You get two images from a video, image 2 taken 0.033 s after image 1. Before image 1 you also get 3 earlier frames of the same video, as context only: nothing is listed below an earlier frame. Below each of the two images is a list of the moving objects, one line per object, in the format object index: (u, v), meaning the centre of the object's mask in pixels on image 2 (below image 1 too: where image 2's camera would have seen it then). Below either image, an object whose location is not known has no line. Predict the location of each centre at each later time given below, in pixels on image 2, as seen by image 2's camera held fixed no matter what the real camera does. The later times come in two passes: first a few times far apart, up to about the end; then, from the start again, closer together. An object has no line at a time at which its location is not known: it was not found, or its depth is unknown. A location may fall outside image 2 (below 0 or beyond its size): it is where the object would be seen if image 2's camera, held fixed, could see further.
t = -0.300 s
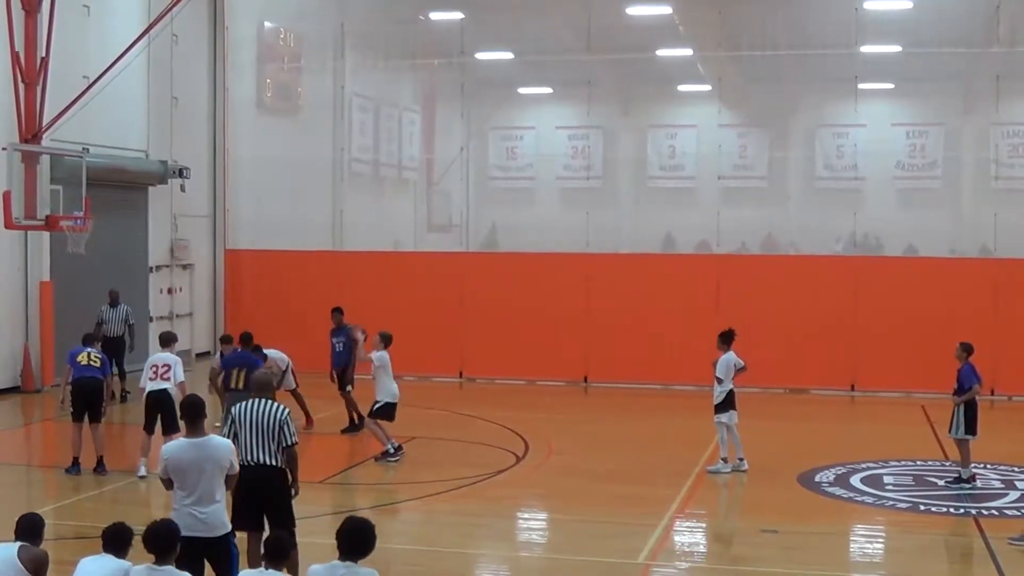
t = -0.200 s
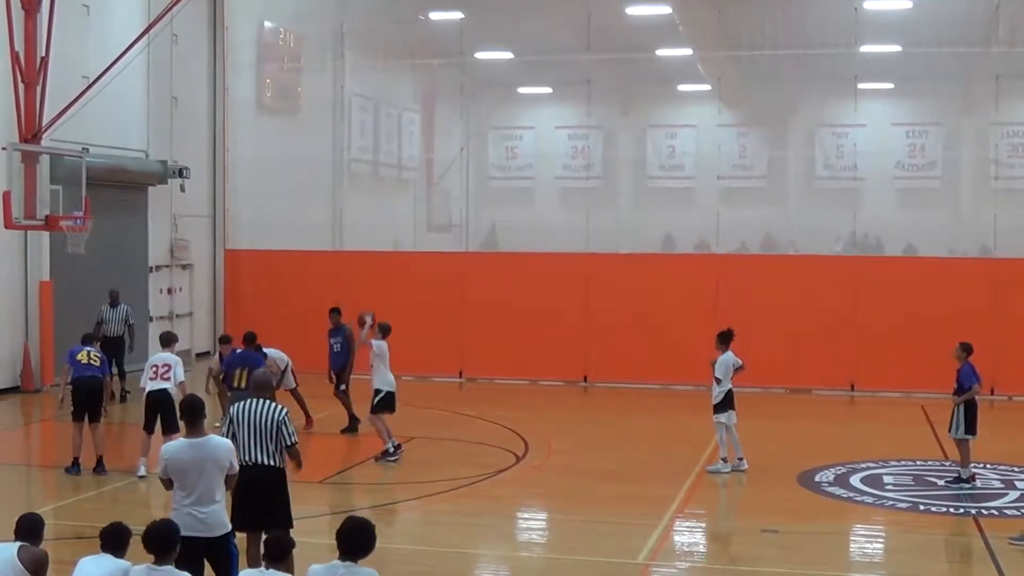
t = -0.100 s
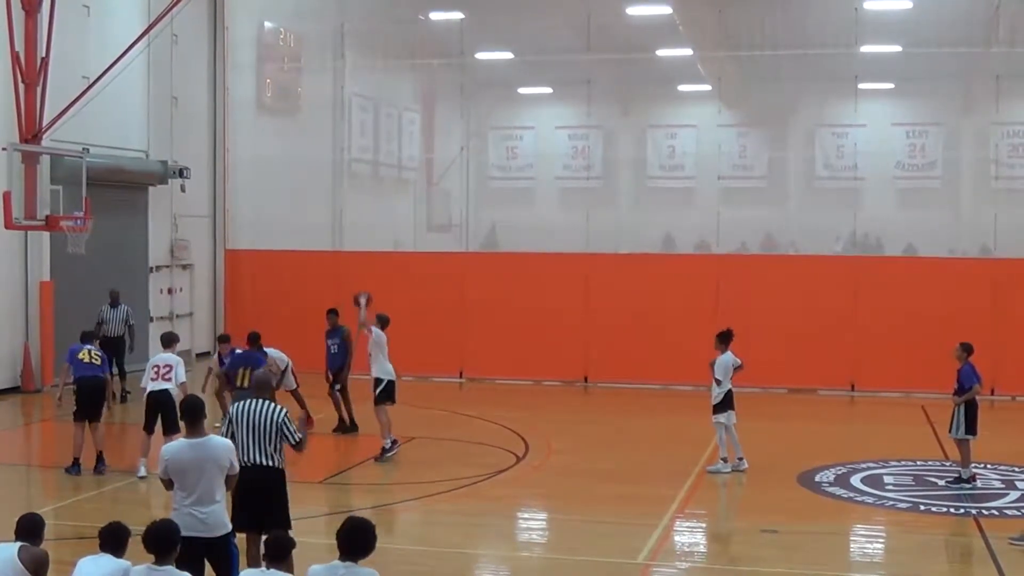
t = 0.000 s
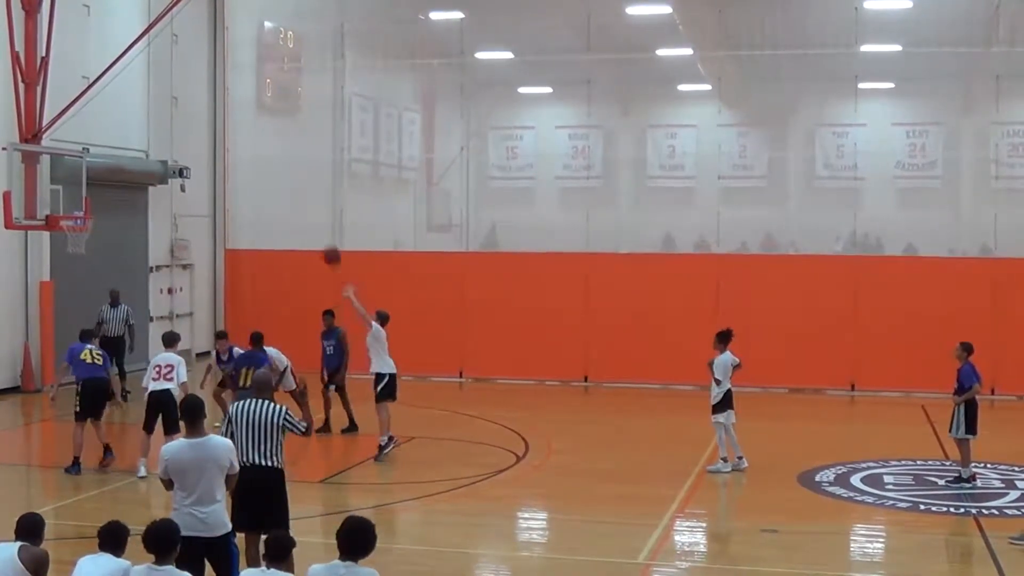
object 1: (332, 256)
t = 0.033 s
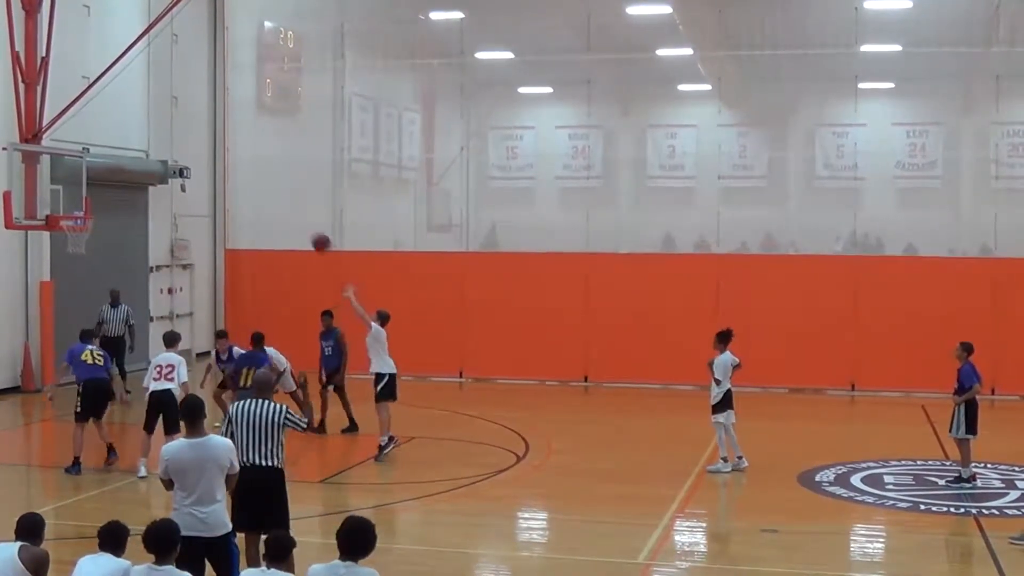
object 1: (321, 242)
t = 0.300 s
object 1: (237, 172)
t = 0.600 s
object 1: (148, 161)
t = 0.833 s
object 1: (81, 197)
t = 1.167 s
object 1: (67, 248)
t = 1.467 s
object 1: (40, 313)
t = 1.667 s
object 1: (23, 396)
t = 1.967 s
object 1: (8, 370)
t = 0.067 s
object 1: (310, 230)
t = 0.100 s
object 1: (299, 219)
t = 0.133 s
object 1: (289, 210)
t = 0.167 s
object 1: (278, 200)
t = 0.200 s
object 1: (268, 192)
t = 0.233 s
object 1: (257, 185)
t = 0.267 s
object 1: (247, 178)
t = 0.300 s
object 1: (237, 172)
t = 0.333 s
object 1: (226, 168)
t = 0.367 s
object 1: (217, 164)
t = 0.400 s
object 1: (207, 161)
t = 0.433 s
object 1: (196, 159)
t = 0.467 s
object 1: (187, 158)
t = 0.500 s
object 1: (177, 157)
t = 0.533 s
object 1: (167, 158)
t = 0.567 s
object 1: (157, 159)
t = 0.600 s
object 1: (148, 161)
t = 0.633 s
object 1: (138, 164)
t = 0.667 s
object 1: (128, 168)
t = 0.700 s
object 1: (119, 172)
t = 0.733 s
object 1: (108, 178)
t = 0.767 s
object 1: (98, 185)
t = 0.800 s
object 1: (91, 191)
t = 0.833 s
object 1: (81, 197)
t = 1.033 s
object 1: (79, 232)
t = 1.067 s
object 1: (76, 237)
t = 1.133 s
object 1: (70, 247)
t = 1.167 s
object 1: (67, 248)
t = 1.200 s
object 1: (64, 250)
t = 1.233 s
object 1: (62, 255)
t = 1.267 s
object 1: (58, 260)
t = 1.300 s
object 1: (55, 267)
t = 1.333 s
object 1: (53, 274)
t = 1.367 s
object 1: (49, 282)
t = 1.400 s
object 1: (46, 291)
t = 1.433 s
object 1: (43, 301)
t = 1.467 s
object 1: (40, 313)
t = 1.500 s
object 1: (37, 324)
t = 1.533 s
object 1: (34, 336)
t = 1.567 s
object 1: (32, 349)
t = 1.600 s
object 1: (30, 364)
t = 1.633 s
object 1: (26, 381)
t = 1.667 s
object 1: (23, 396)
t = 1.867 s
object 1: (11, 403)
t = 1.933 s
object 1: (10, 383)
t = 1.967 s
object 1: (8, 370)
